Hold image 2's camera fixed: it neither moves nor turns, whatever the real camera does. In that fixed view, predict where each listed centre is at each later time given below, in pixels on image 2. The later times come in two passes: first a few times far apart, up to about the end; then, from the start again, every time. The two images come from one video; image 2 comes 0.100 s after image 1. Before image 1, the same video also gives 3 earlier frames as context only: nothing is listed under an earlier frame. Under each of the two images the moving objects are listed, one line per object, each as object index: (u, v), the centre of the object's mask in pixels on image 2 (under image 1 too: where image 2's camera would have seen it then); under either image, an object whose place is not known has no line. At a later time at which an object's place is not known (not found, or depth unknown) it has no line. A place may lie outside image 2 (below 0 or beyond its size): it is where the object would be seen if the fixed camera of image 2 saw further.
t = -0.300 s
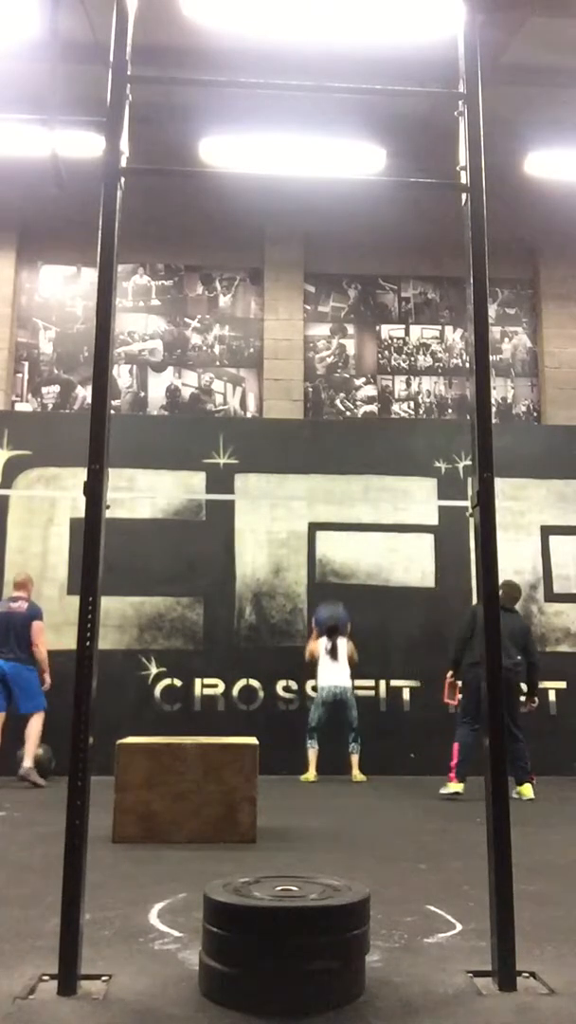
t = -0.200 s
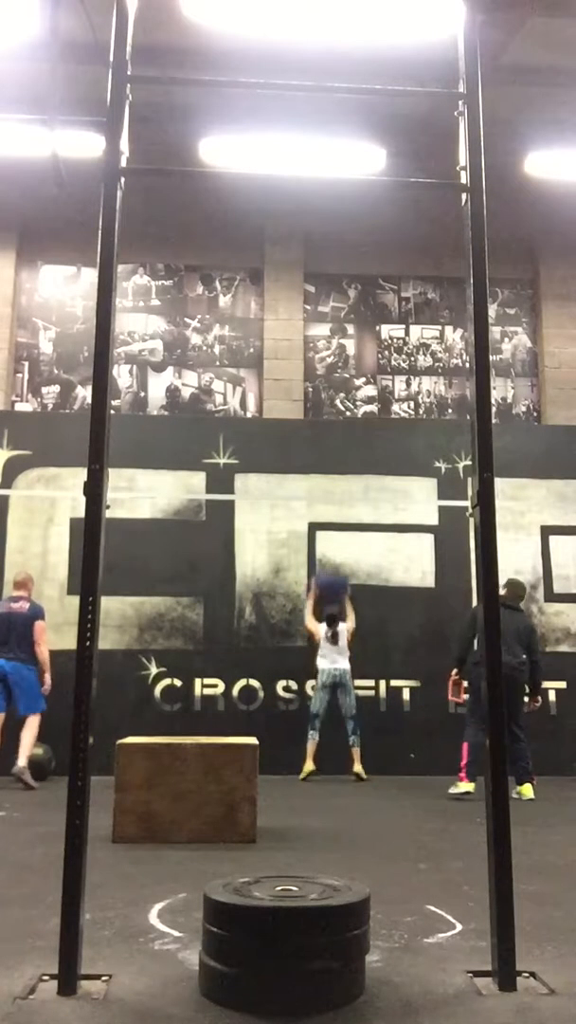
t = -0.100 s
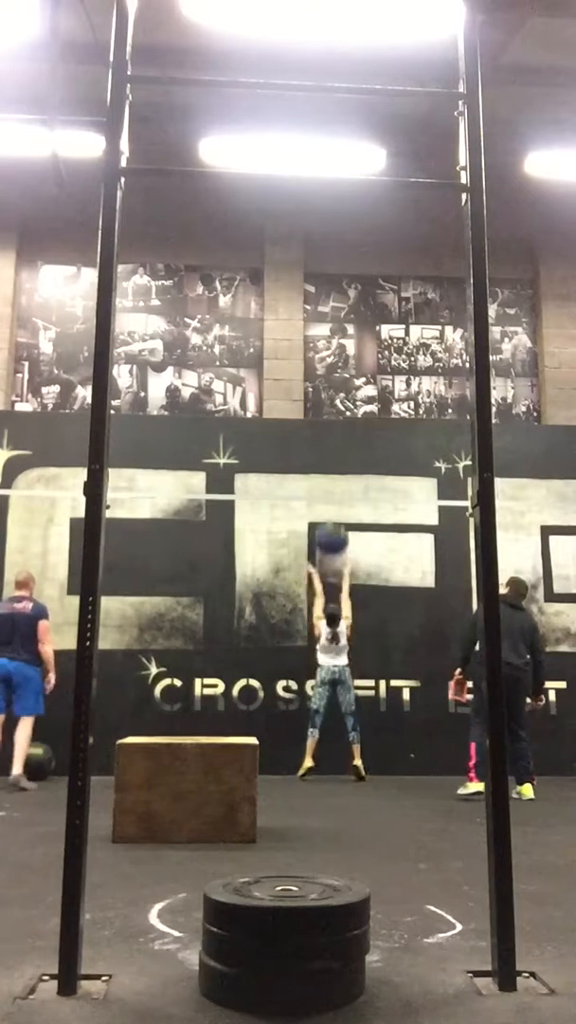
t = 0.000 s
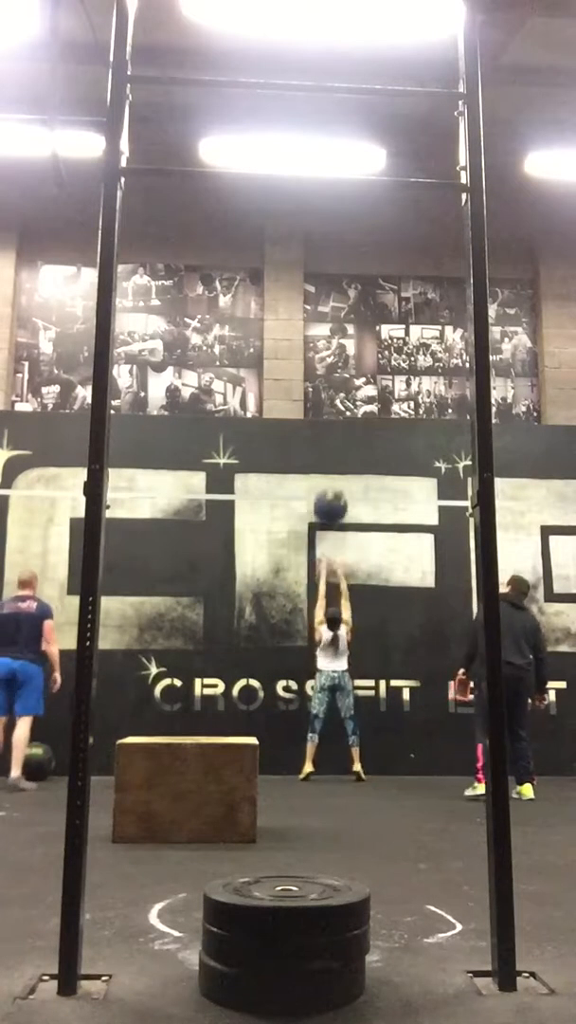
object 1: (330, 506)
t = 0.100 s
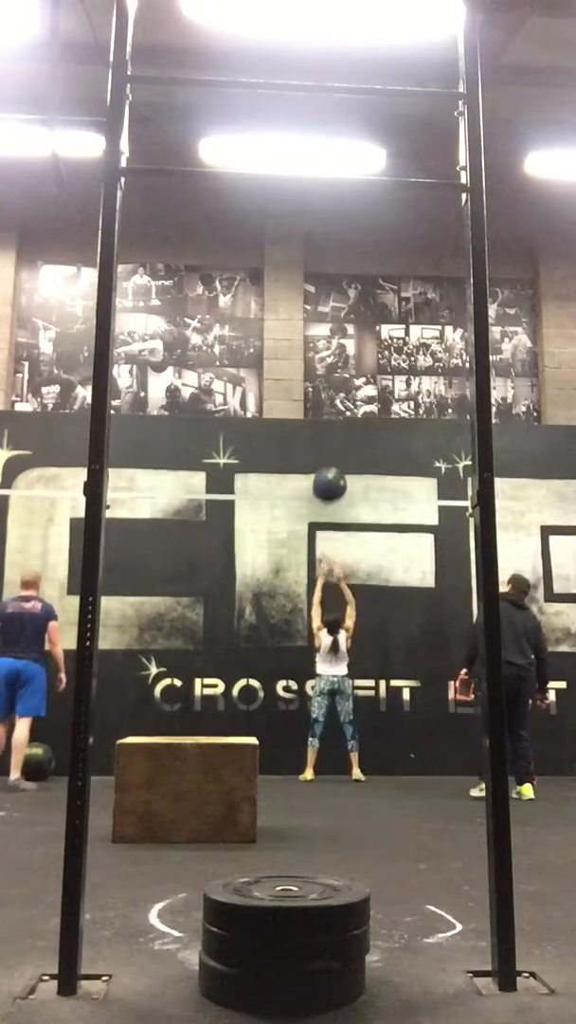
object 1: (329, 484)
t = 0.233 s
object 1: (327, 469)
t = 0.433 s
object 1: (327, 477)
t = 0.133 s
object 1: (329, 479)
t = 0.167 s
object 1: (329, 475)
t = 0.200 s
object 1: (328, 472)
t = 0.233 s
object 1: (327, 469)
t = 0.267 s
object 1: (328, 468)
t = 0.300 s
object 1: (328, 468)
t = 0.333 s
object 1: (327, 469)
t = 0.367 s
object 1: (327, 471)
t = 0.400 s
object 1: (327, 473)
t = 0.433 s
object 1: (327, 477)
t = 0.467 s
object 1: (326, 482)
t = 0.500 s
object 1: (326, 487)
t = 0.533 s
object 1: (326, 494)
